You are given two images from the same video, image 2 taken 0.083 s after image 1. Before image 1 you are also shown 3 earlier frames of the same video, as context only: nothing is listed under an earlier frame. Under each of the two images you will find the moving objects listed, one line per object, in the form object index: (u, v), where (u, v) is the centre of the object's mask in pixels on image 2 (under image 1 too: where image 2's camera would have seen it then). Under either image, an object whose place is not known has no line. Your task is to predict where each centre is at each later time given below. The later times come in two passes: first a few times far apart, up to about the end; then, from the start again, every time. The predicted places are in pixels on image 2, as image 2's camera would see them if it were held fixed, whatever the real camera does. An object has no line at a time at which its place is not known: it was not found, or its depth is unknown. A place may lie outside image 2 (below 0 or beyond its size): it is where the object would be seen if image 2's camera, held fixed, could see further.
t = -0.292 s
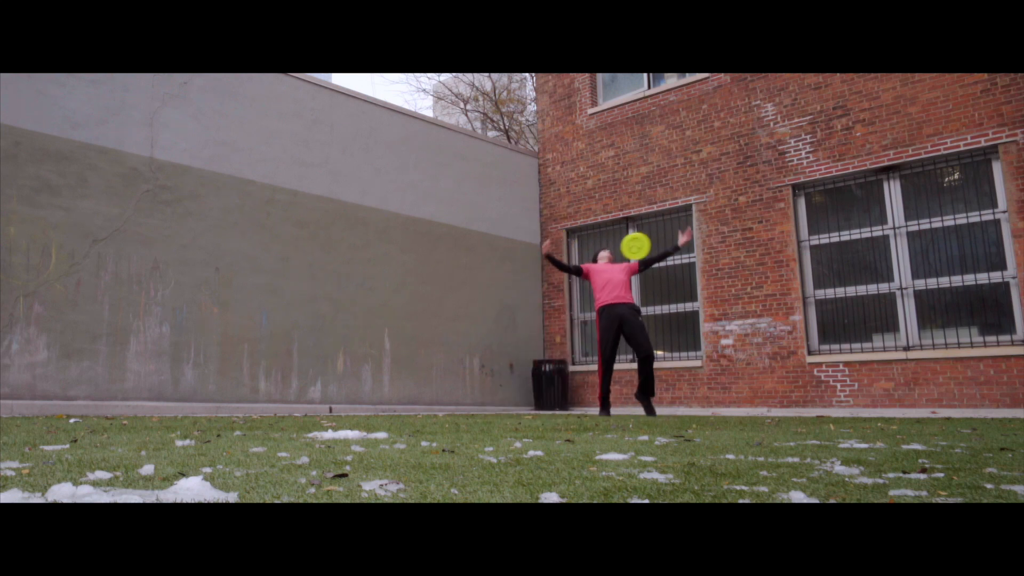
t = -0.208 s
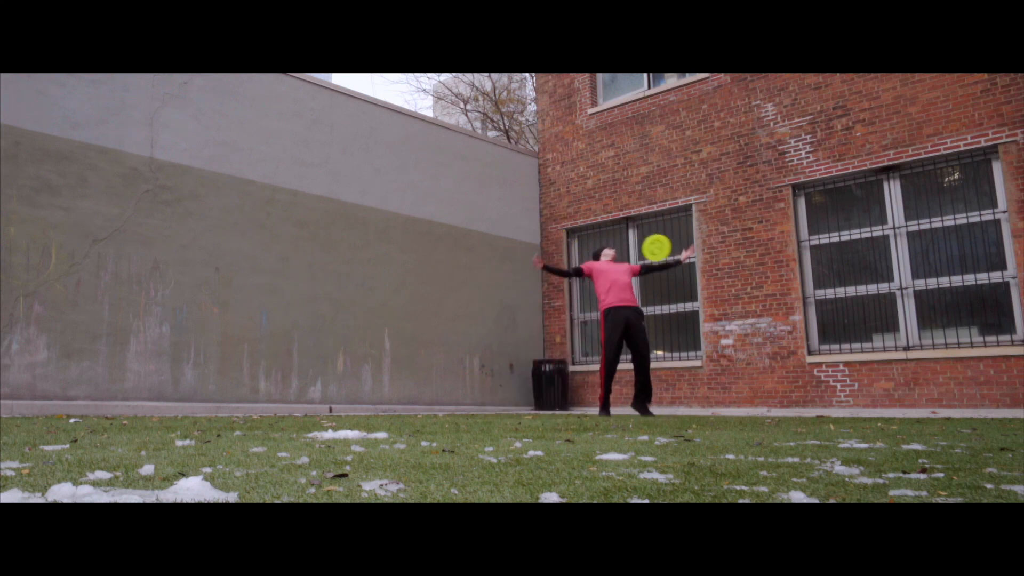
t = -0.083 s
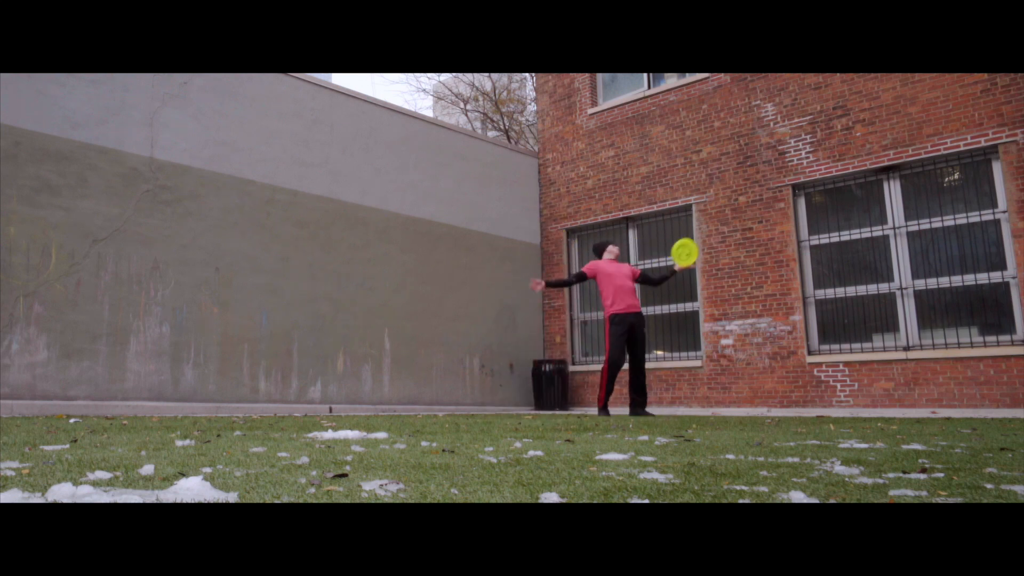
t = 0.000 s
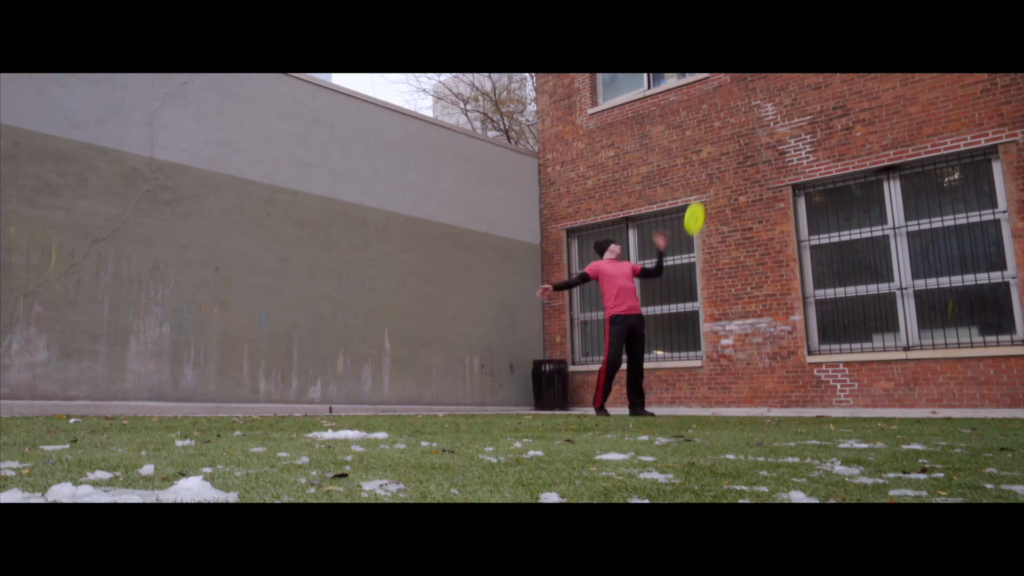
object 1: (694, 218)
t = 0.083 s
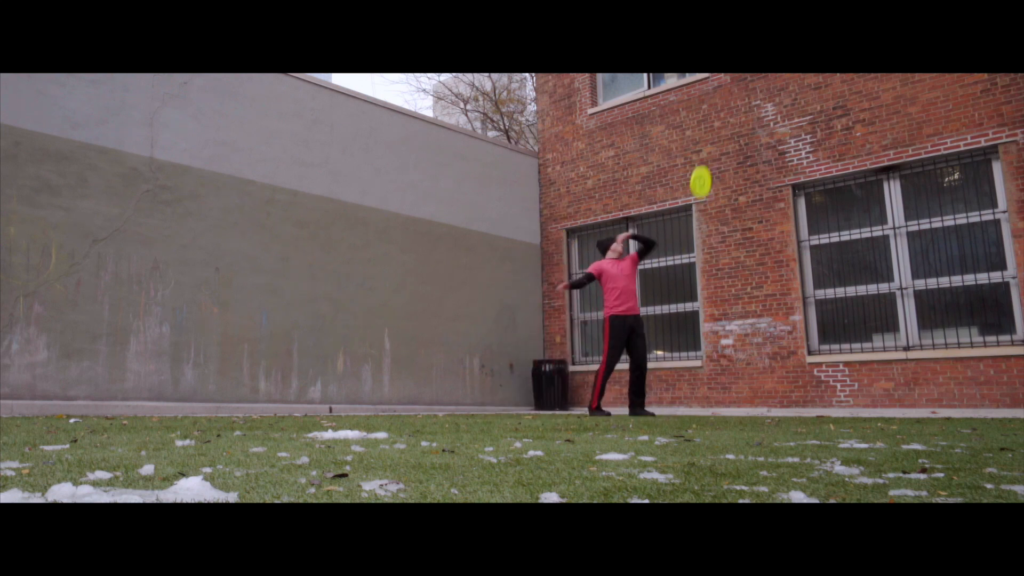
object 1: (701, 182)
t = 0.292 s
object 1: (713, 118)
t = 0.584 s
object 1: (726, 95)
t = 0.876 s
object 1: (725, 163)
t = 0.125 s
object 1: (704, 166)
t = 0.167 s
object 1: (706, 152)
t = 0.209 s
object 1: (708, 139)
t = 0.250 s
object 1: (711, 127)
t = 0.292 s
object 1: (713, 118)
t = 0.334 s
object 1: (715, 109)
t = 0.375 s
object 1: (717, 103)
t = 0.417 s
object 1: (719, 98)
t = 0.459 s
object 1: (720, 95)
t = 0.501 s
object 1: (722, 93)
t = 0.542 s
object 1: (724, 93)
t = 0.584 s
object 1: (726, 95)
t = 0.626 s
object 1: (727, 99)
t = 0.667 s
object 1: (728, 104)
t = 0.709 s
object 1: (729, 112)
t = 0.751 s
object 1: (729, 121)
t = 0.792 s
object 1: (728, 133)
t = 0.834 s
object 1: (727, 147)
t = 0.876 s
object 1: (725, 163)
